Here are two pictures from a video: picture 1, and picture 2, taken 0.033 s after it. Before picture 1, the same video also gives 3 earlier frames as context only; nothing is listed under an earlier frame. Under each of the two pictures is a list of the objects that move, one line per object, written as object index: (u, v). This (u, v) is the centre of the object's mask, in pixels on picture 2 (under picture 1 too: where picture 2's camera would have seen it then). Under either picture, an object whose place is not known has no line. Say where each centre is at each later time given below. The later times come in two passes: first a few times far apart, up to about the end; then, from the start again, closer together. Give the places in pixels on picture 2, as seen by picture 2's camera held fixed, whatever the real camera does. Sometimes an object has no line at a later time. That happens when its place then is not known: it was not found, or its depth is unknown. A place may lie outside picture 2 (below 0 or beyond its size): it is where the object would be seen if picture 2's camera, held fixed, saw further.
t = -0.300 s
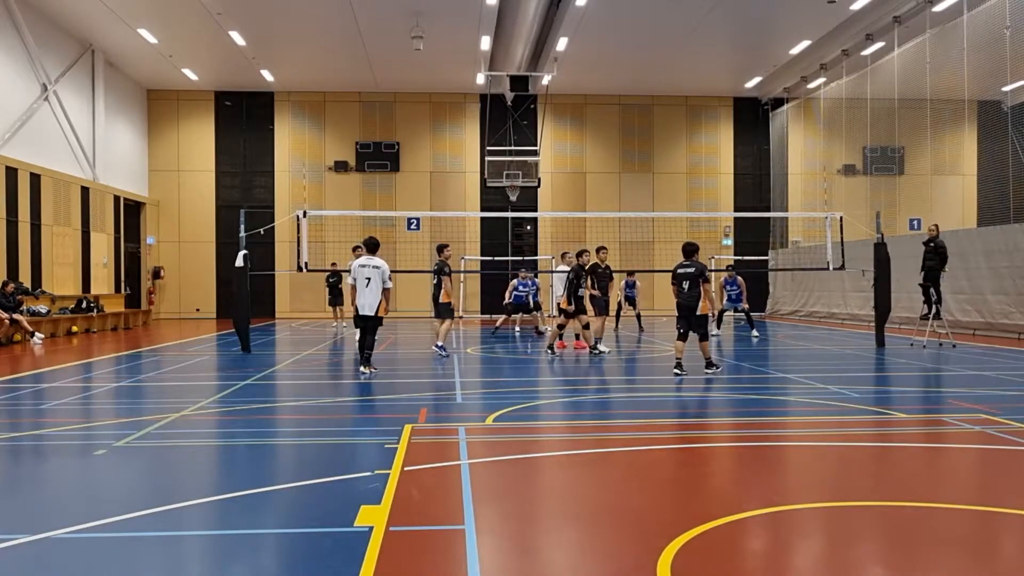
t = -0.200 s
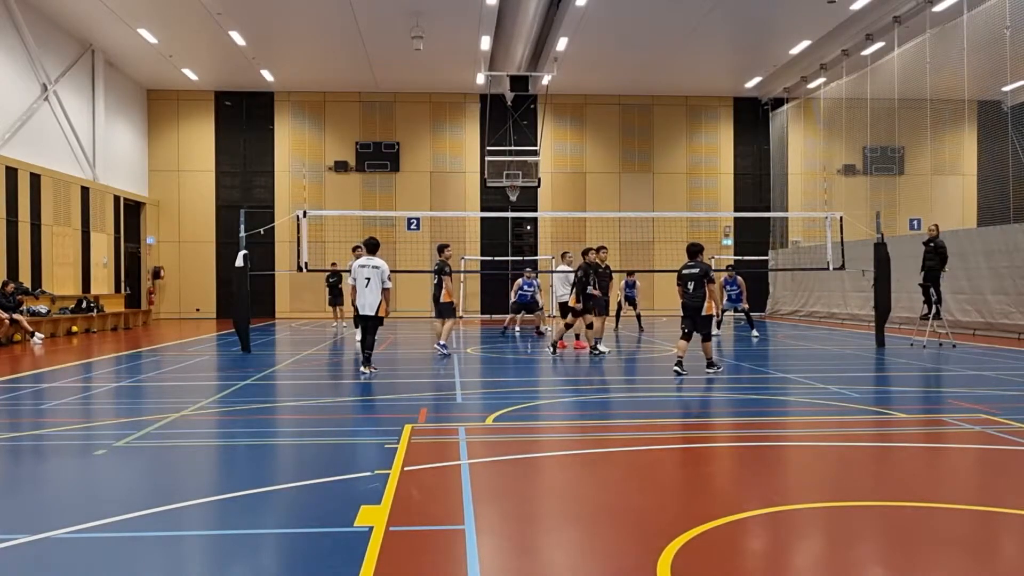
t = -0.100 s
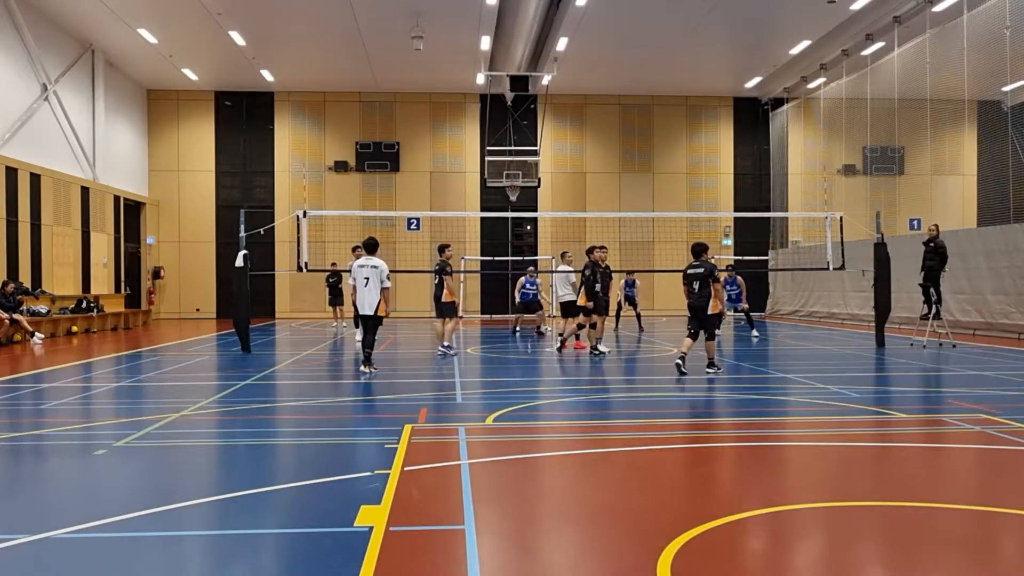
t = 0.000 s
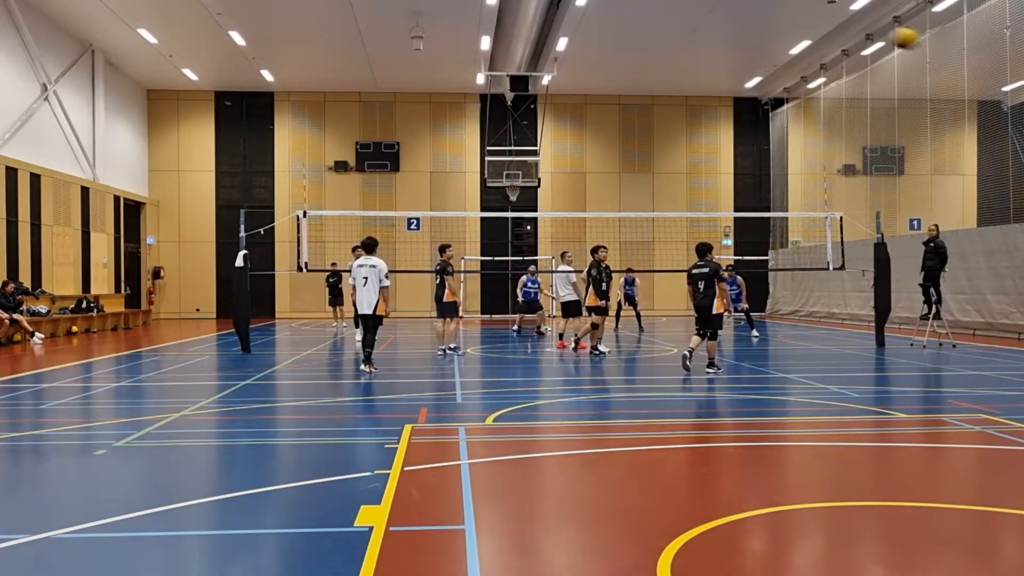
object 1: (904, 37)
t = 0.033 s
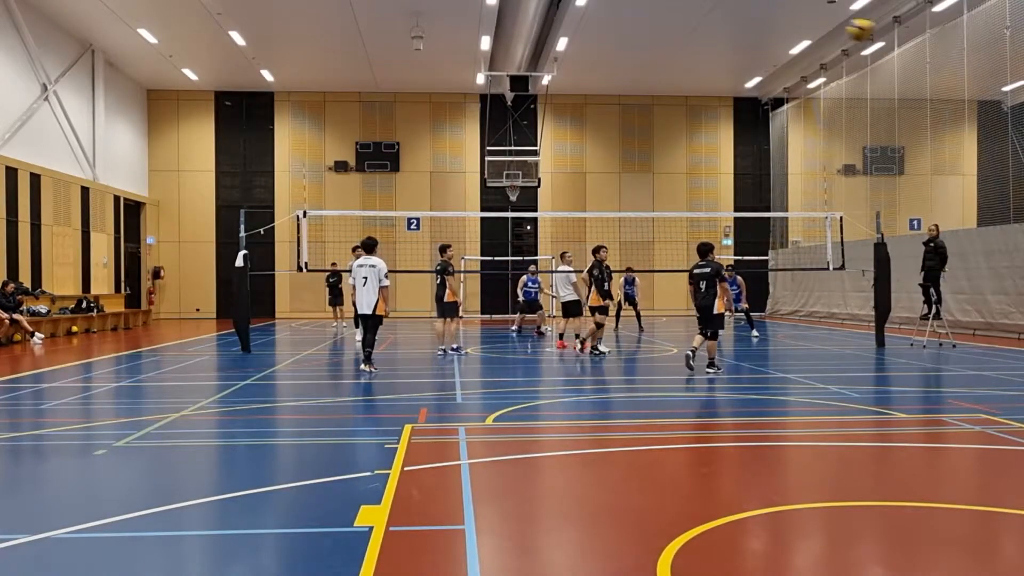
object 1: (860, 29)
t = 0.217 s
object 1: (677, 18)
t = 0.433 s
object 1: (546, 45)
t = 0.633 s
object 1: (467, 89)
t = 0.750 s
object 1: (432, 120)
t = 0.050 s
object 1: (840, 26)
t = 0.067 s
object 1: (820, 25)
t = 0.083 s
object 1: (801, 22)
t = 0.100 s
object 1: (781, 20)
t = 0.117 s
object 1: (764, 18)
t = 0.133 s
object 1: (748, 18)
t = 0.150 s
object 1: (733, 18)
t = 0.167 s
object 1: (718, 18)
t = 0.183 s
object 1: (702, 18)
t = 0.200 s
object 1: (690, 17)
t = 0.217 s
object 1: (677, 18)
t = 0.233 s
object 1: (664, 19)
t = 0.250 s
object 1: (652, 21)
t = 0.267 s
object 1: (641, 22)
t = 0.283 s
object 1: (629, 23)
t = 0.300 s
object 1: (618, 25)
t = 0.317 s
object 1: (607, 27)
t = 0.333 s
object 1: (598, 29)
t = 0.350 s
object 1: (589, 32)
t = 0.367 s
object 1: (580, 34)
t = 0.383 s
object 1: (572, 36)
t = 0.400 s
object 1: (562, 39)
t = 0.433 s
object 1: (546, 45)
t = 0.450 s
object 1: (538, 47)
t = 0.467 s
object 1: (530, 51)
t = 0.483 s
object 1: (522, 54)
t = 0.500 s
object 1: (515, 58)
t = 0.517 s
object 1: (509, 62)
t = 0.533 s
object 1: (502, 65)
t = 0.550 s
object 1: (496, 69)
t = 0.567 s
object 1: (490, 73)
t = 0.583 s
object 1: (484, 77)
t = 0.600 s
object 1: (478, 82)
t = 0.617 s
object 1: (472, 85)
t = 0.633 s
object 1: (467, 89)
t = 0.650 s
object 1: (461, 93)
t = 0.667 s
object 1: (455, 97)
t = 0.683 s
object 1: (450, 102)
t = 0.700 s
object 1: (445, 106)
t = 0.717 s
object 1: (441, 111)
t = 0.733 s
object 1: (436, 115)
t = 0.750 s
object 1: (432, 120)
